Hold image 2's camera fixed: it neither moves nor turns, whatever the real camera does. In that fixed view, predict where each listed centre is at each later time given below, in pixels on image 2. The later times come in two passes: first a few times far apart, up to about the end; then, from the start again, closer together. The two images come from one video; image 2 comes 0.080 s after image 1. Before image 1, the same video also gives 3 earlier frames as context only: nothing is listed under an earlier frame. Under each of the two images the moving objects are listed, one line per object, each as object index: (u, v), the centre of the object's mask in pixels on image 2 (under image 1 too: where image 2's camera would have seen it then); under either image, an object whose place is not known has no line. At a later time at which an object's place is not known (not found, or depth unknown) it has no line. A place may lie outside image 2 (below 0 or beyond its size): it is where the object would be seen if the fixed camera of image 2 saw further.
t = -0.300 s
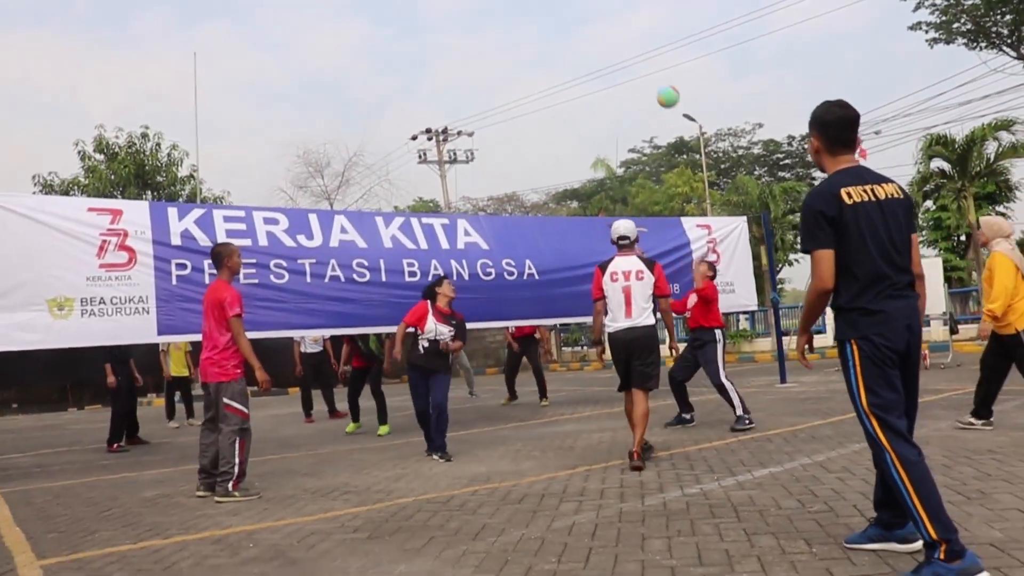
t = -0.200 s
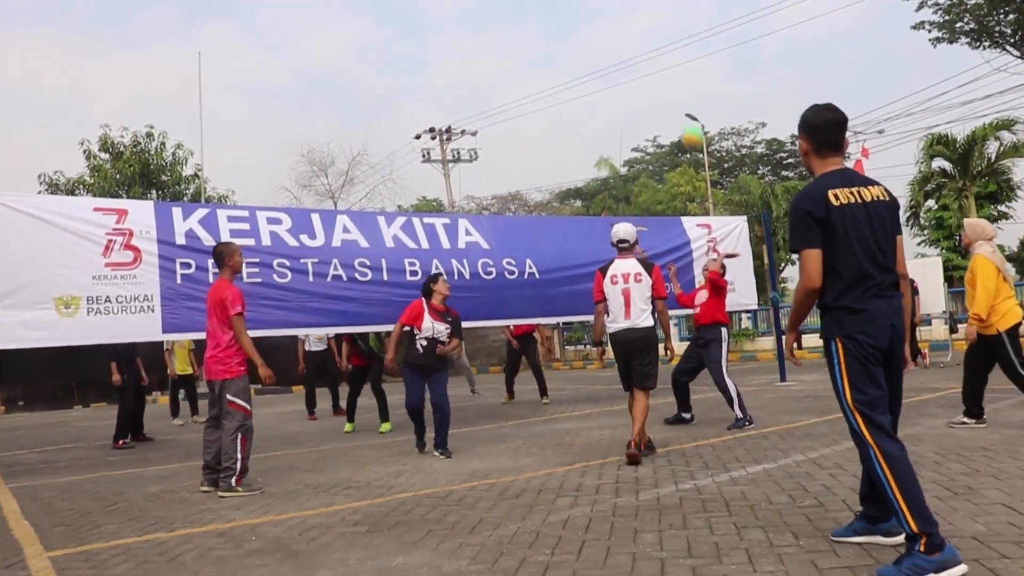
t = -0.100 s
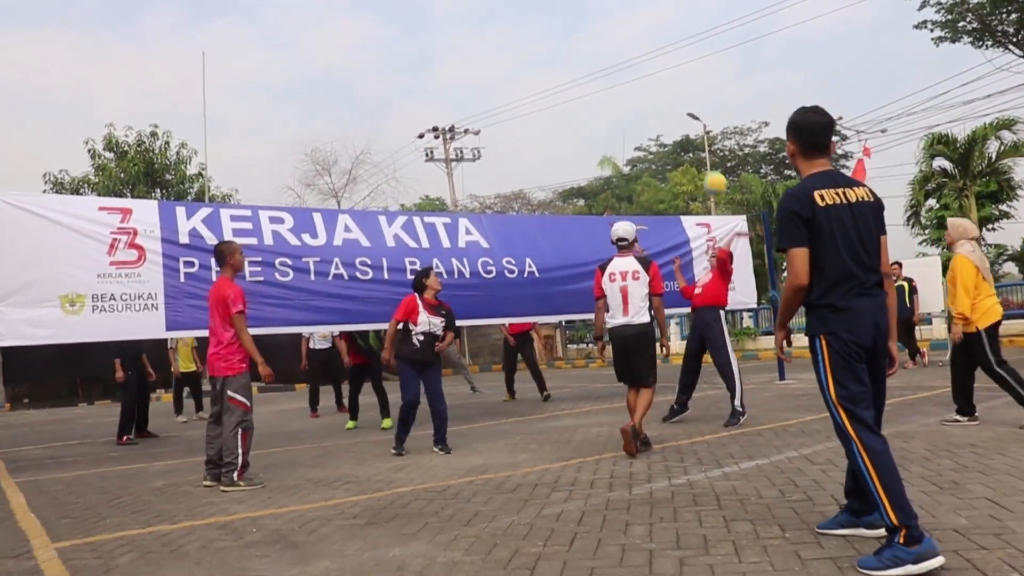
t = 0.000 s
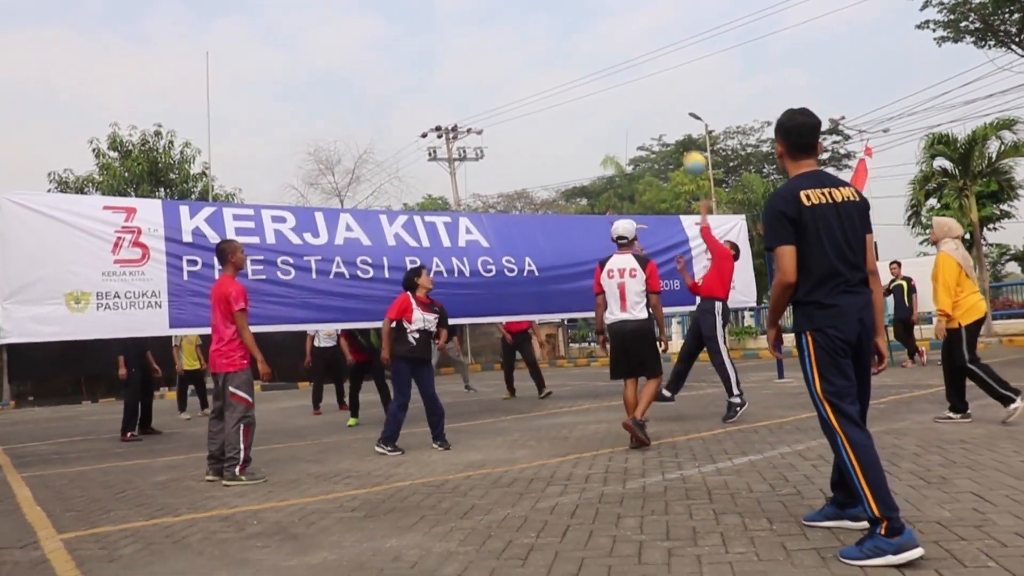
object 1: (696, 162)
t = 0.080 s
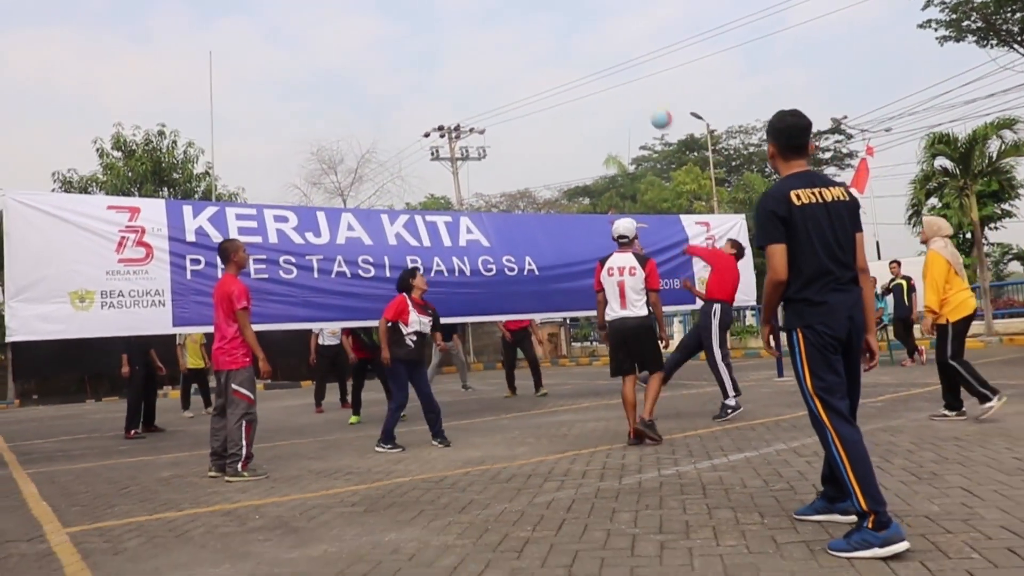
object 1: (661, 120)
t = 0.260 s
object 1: (602, 50)
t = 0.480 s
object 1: (554, 15)
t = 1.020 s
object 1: (483, 107)
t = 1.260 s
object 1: (469, 206)
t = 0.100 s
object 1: (653, 110)
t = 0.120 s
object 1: (646, 100)
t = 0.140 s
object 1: (638, 92)
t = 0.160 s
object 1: (632, 84)
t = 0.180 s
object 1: (625, 76)
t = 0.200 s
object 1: (619, 68)
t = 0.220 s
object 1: (614, 62)
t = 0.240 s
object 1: (608, 56)
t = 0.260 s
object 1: (602, 50)
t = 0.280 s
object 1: (597, 44)
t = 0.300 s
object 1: (592, 39)
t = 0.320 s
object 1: (588, 35)
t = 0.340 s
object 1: (583, 31)
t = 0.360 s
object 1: (578, 27)
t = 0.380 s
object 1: (574, 24)
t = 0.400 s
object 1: (570, 22)
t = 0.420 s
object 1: (566, 19)
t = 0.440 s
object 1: (562, 17)
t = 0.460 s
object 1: (558, 16)
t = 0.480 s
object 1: (554, 15)
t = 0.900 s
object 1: (493, 68)
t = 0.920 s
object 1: (491, 74)
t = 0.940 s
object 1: (489, 80)
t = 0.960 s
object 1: (488, 86)
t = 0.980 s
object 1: (486, 93)
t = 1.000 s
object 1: (485, 100)
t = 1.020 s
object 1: (483, 107)
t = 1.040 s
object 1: (482, 115)
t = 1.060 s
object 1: (479, 124)
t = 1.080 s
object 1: (478, 130)
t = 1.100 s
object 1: (477, 137)
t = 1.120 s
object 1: (476, 145)
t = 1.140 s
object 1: (475, 153)
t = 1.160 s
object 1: (475, 162)
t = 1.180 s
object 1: (474, 171)
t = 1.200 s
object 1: (473, 180)
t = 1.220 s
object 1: (472, 189)
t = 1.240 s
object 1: (471, 198)
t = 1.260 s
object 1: (469, 206)
